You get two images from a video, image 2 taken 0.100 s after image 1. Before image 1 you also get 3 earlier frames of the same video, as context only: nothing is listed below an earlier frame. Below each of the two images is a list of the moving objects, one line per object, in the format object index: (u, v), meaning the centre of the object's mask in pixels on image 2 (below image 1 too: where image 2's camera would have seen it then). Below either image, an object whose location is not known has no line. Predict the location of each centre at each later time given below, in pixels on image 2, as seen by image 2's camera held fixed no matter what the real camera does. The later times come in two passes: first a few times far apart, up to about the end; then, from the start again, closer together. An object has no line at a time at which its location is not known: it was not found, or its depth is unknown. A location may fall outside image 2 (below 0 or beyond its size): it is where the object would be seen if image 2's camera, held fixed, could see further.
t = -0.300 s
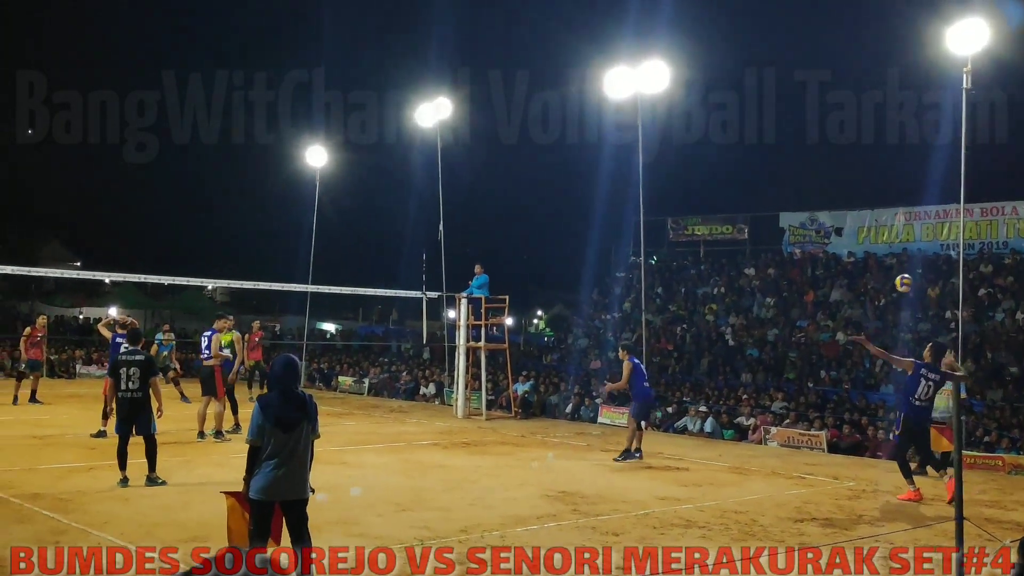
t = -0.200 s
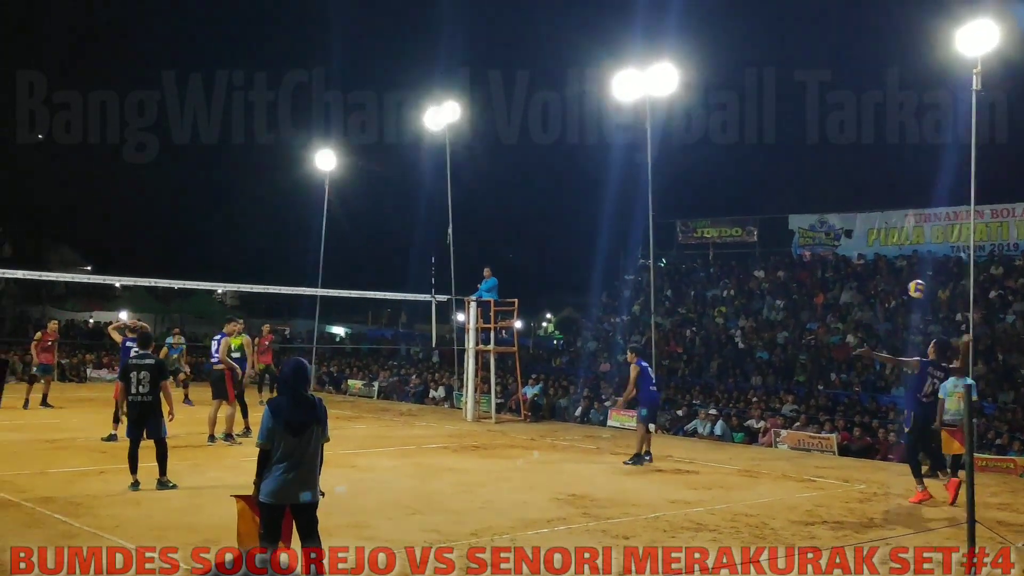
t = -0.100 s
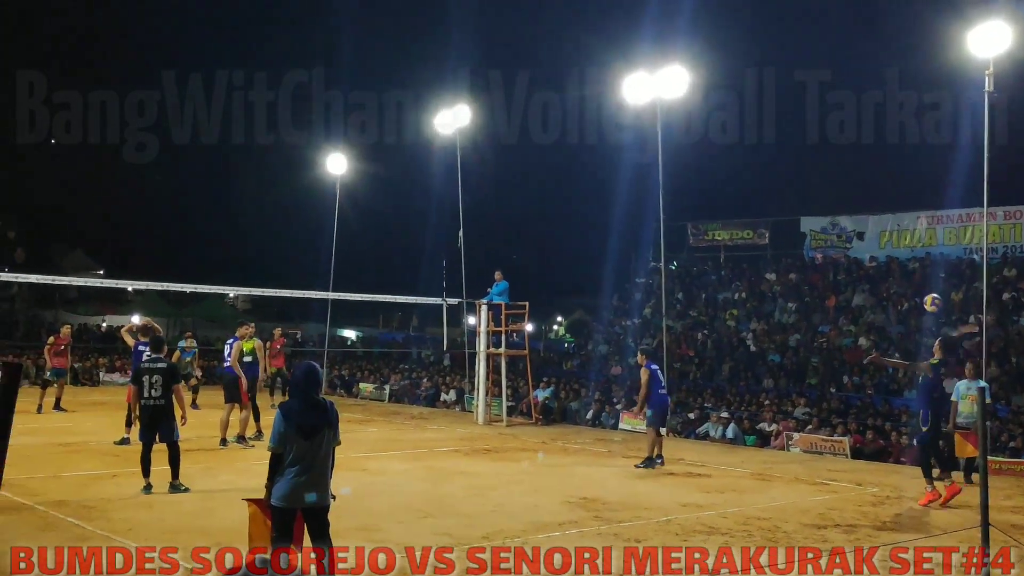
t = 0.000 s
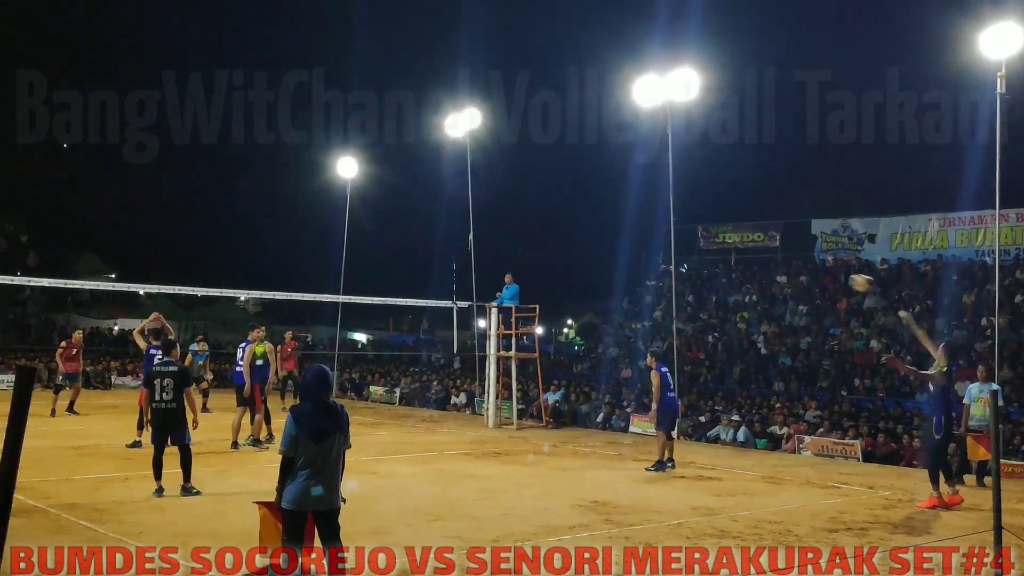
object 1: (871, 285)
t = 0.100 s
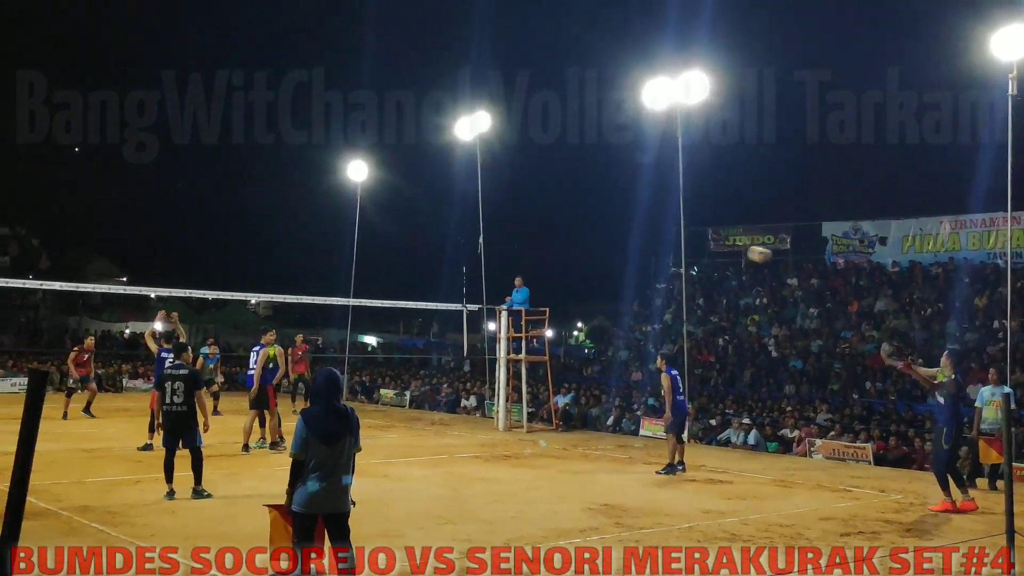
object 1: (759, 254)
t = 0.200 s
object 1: (661, 235)
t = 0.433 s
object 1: (474, 225)
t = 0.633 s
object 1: (349, 246)
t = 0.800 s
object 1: (262, 279)
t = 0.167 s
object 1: (692, 240)
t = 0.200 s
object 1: (661, 235)
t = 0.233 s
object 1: (631, 230)
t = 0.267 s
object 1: (602, 227)
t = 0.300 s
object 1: (575, 225)
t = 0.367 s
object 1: (523, 224)
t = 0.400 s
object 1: (498, 224)
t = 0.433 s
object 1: (474, 225)
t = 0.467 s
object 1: (452, 227)
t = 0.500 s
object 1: (430, 230)
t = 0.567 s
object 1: (387, 237)
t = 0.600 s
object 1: (368, 241)
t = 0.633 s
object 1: (349, 246)
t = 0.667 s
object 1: (330, 252)
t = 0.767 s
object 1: (278, 272)
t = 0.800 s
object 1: (262, 279)
